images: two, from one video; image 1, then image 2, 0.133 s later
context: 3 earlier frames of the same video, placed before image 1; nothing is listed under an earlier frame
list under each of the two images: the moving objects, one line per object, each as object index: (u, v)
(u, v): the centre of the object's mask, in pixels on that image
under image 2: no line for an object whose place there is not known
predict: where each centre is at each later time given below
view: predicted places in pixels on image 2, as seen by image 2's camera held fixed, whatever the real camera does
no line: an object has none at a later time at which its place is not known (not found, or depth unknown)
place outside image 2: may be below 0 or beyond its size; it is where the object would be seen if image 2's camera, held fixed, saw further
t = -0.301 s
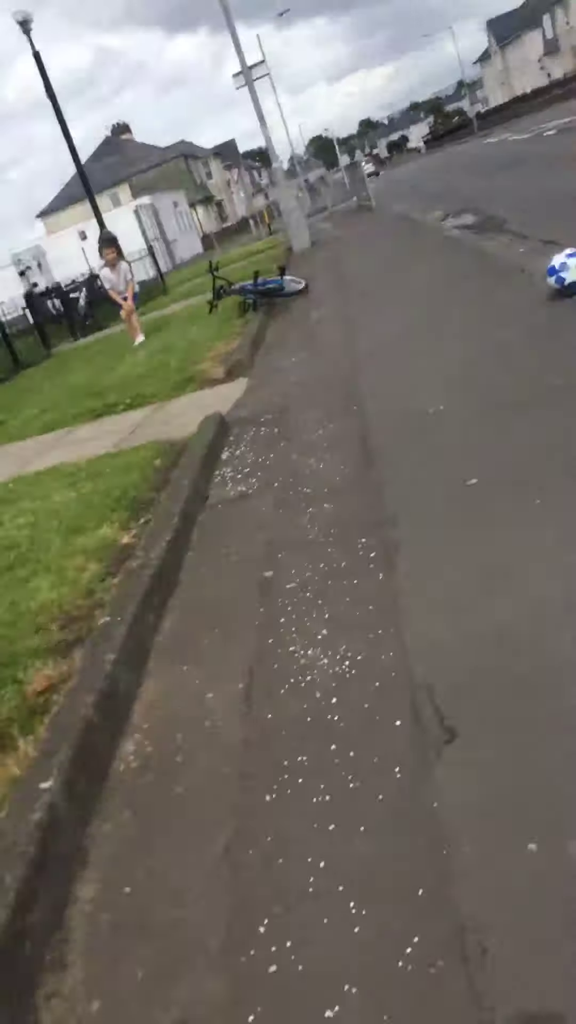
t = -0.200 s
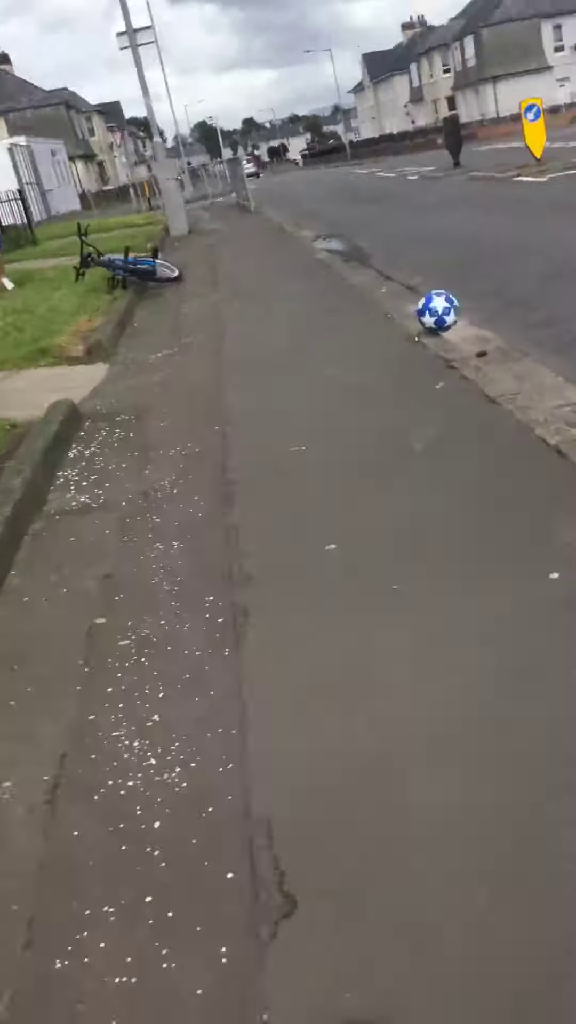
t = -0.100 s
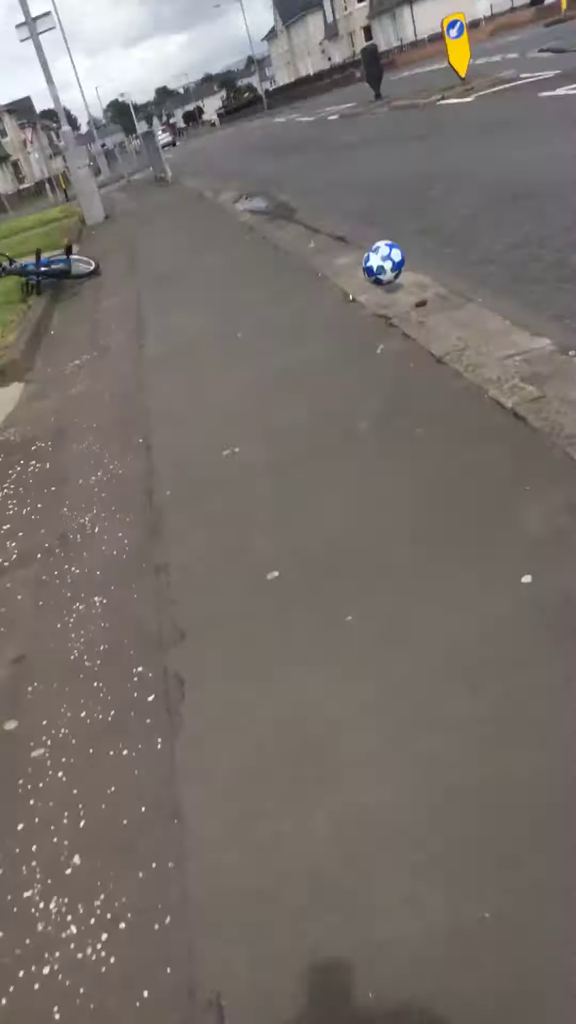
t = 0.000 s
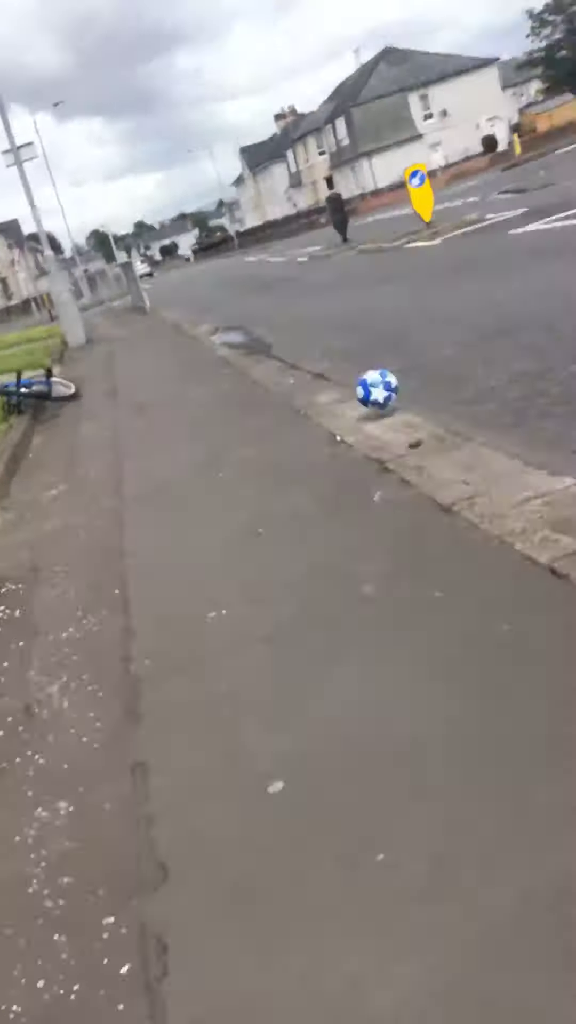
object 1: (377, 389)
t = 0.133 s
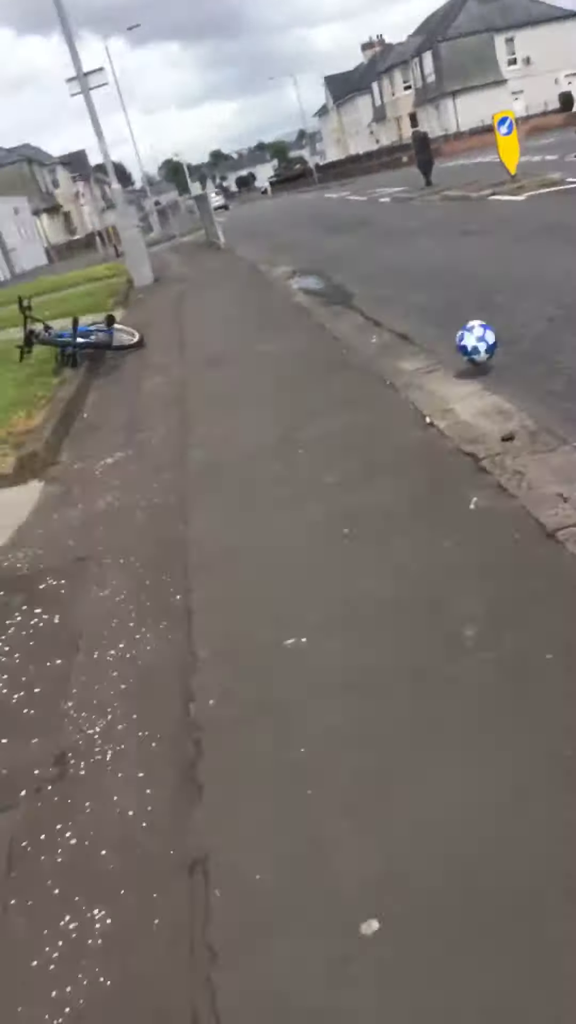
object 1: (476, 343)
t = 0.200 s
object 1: (481, 347)
